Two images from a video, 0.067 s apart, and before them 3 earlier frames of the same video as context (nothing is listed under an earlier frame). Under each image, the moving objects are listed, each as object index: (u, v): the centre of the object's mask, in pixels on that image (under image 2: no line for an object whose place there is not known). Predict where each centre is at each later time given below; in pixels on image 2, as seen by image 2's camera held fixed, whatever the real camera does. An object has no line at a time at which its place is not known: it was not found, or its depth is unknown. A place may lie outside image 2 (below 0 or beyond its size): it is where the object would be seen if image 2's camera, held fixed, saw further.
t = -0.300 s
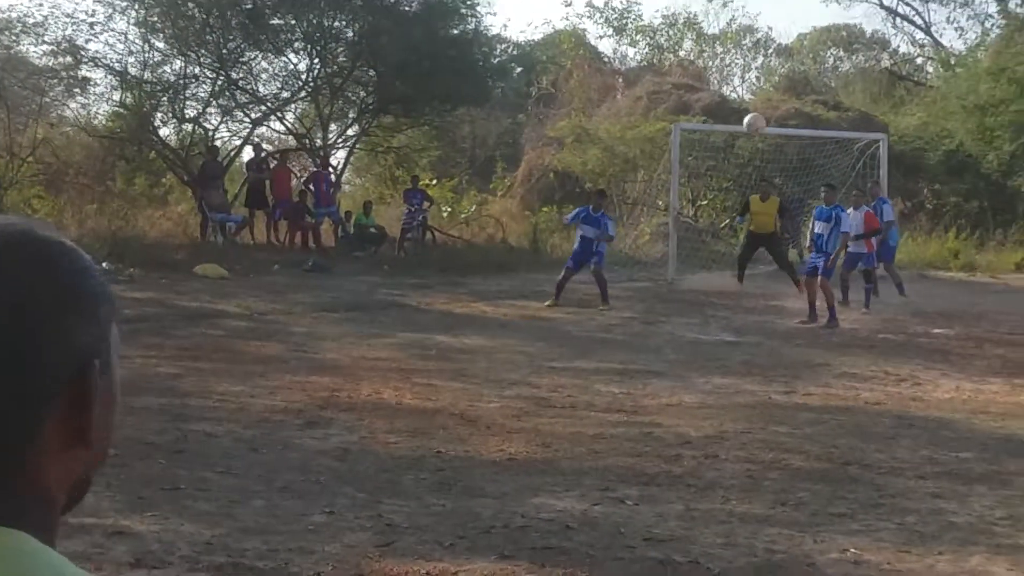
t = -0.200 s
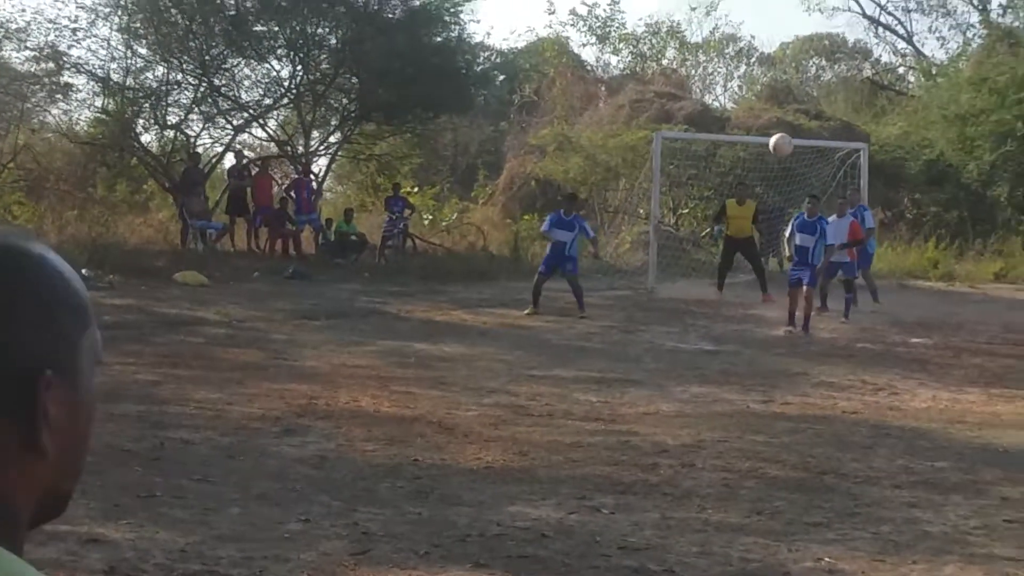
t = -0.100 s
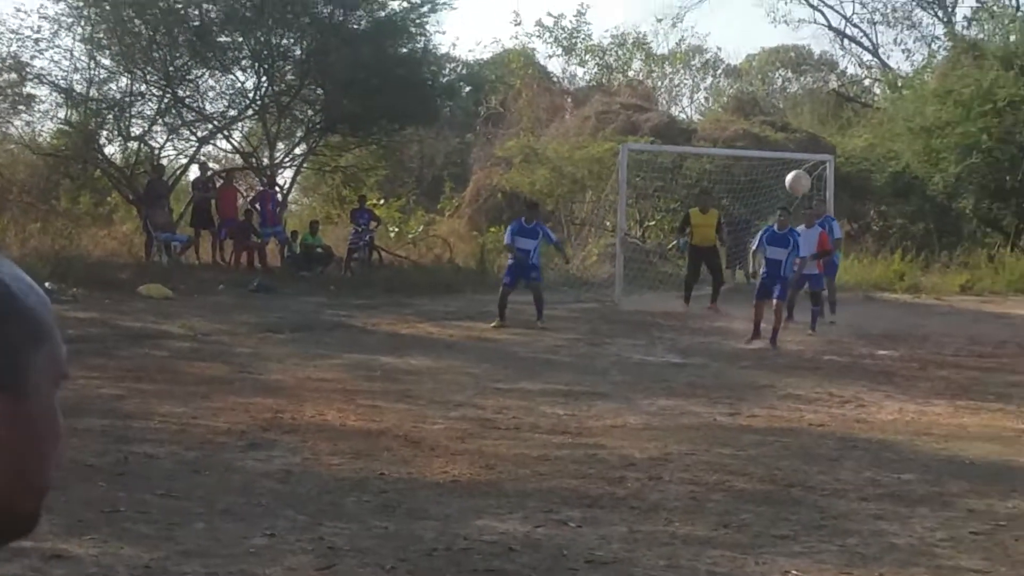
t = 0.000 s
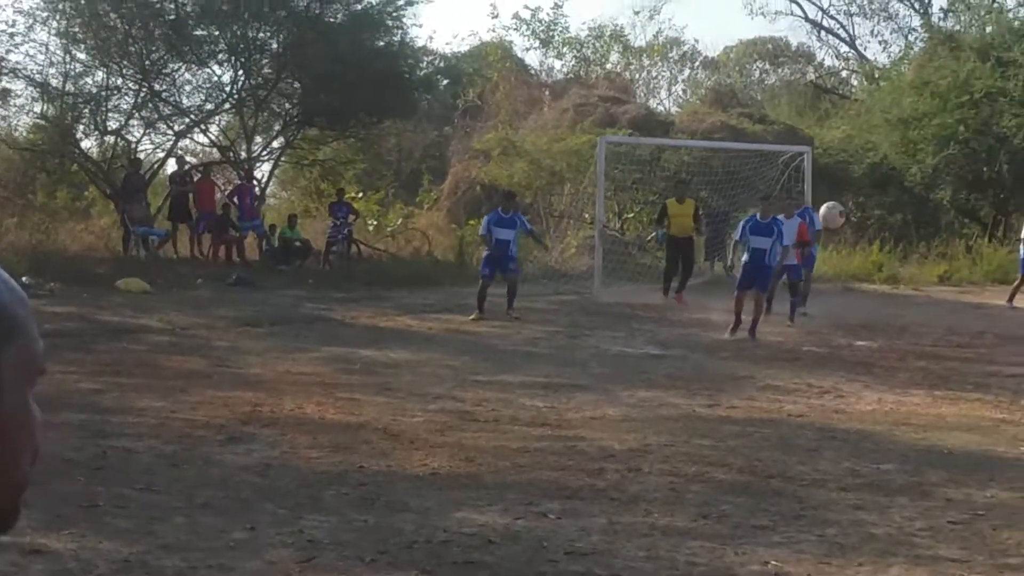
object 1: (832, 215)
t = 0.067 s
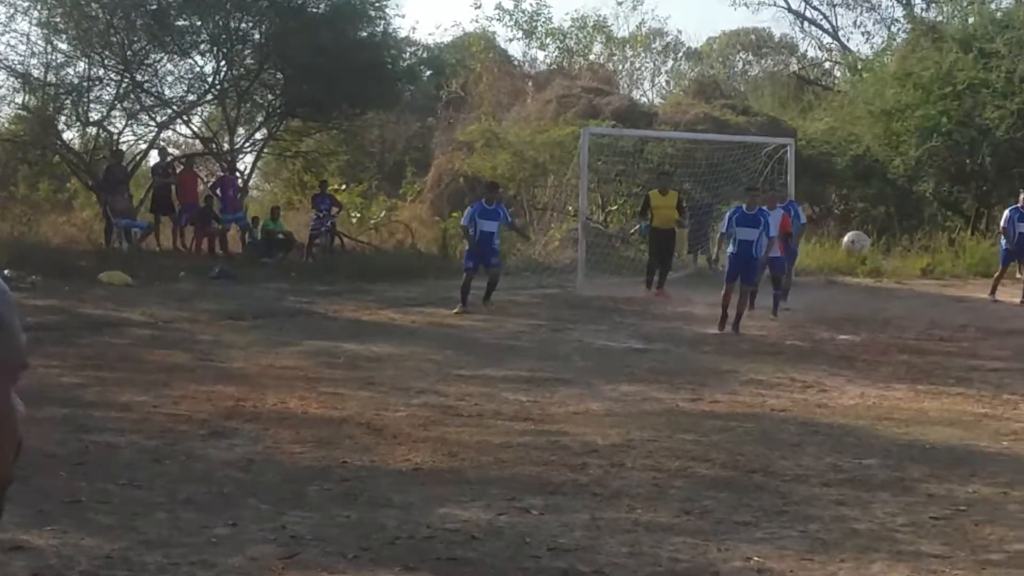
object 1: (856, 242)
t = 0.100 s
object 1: (879, 267)
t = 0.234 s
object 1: (977, 379)
